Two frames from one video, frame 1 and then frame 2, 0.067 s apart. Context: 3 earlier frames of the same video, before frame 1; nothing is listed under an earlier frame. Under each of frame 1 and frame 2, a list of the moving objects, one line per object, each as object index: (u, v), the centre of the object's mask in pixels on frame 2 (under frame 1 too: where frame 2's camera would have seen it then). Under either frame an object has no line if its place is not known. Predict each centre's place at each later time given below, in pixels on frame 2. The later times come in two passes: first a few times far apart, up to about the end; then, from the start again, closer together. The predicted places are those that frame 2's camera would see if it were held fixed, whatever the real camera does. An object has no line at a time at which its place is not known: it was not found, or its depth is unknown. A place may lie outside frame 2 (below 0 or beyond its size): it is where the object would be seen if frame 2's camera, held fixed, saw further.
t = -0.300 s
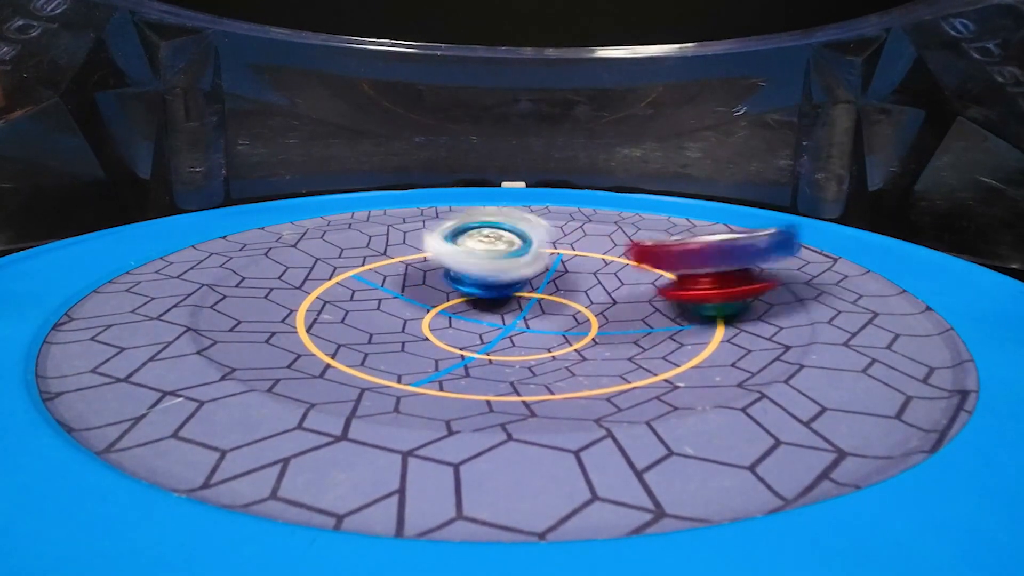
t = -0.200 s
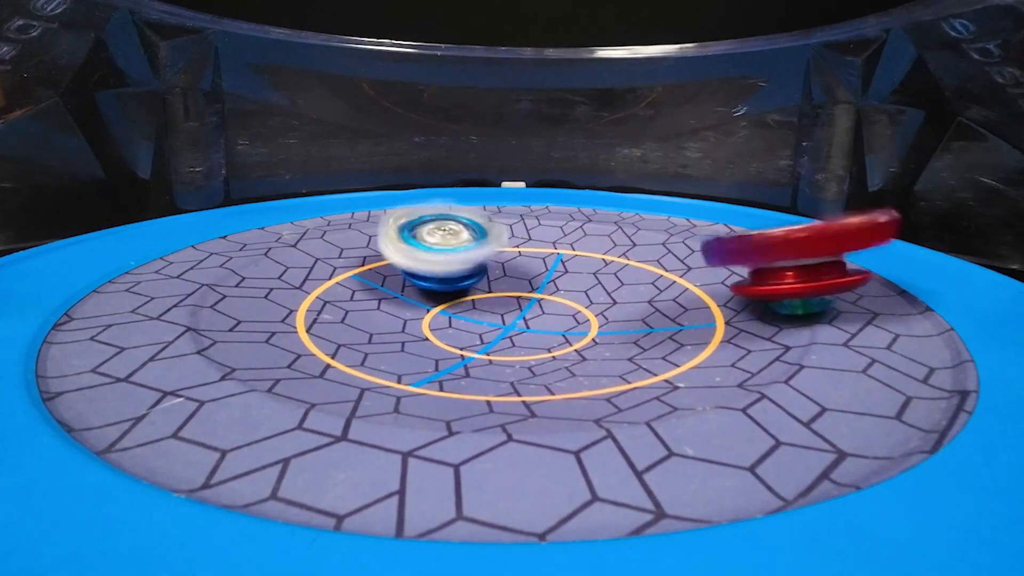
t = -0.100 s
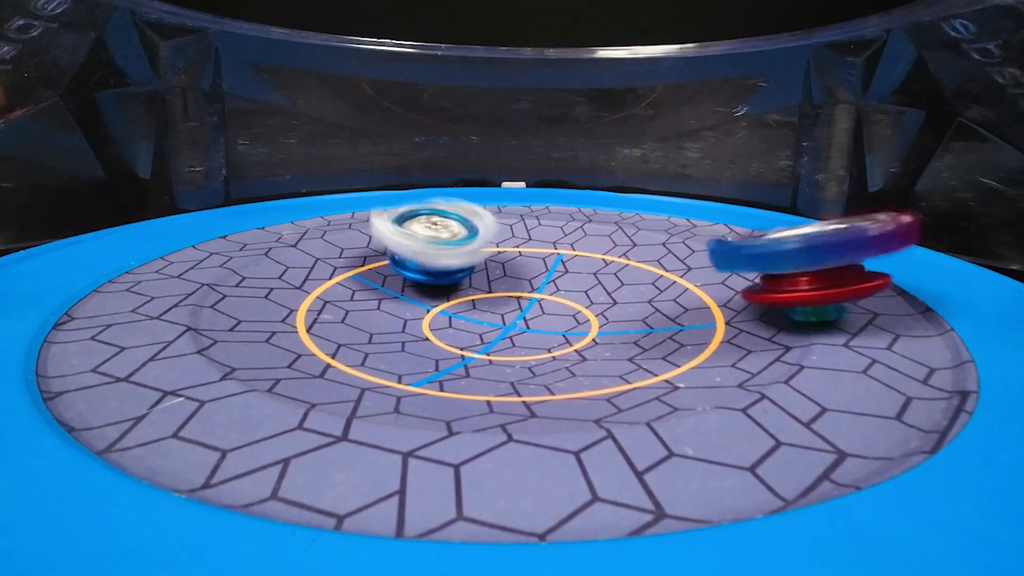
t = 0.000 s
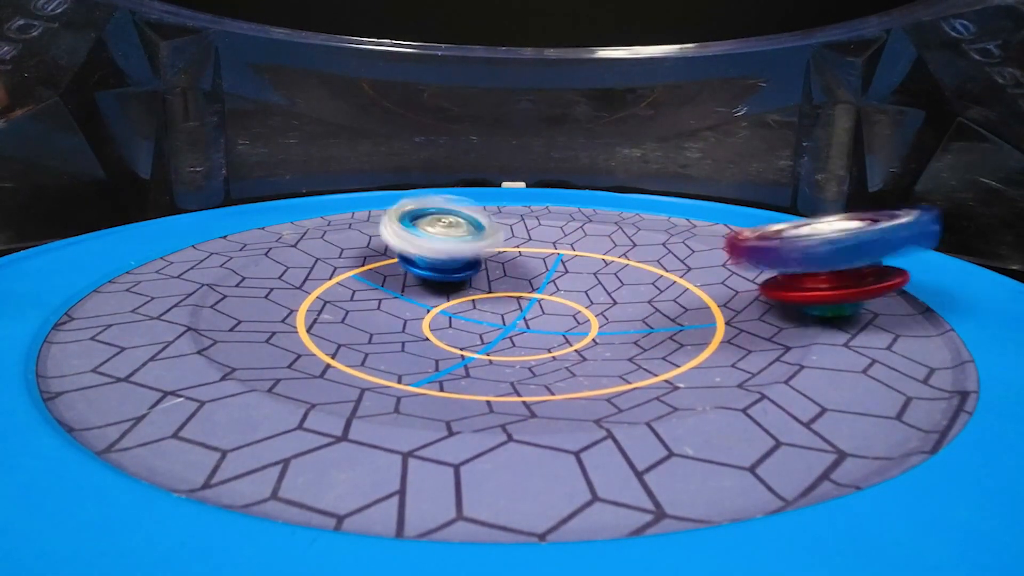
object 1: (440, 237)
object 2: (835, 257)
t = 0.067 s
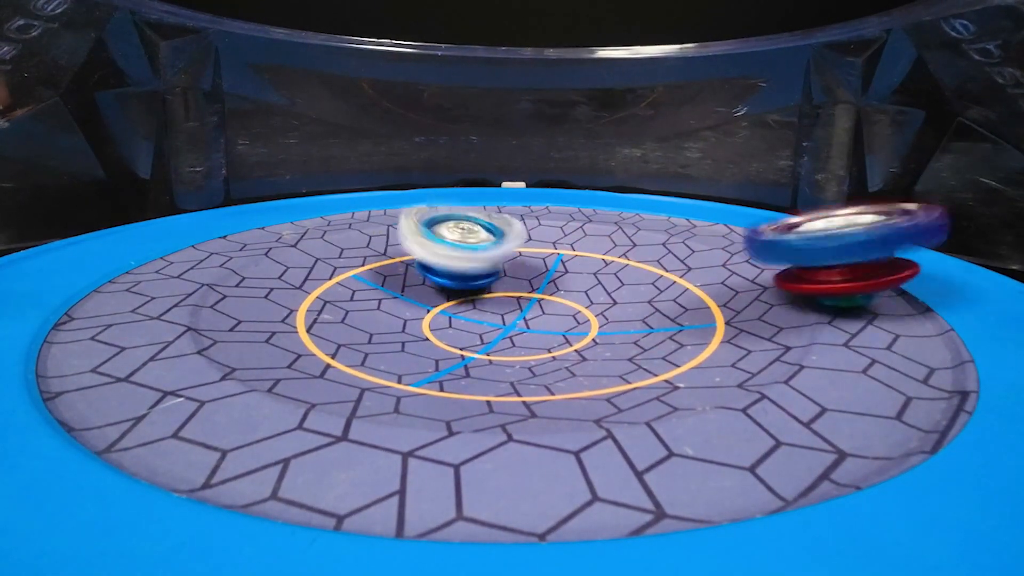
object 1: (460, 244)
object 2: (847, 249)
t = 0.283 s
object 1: (484, 286)
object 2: (859, 225)
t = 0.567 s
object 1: (398, 280)
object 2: (808, 212)
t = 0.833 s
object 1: (538, 274)
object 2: (725, 195)
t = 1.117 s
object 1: (633, 283)
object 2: (630, 185)
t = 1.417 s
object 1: (500, 272)
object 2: (534, 182)
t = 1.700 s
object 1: (547, 230)
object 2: (447, 183)
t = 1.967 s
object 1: (567, 262)
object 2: (370, 191)
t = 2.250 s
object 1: (418, 264)
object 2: (341, 204)
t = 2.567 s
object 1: (580, 295)
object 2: (307, 195)
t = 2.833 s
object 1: (581, 296)
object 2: (274, 203)
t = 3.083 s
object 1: (590, 279)
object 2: (337, 224)
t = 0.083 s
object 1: (465, 247)
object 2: (852, 246)
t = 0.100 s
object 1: (472, 250)
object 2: (855, 245)
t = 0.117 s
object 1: (478, 254)
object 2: (854, 243)
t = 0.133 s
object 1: (483, 257)
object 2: (858, 241)
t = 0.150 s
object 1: (487, 261)
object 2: (860, 239)
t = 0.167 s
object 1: (490, 265)
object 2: (859, 237)
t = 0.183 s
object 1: (492, 268)
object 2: (860, 235)
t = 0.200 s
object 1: (492, 271)
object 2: (862, 233)
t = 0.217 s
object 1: (493, 274)
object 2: (862, 232)
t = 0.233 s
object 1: (491, 277)
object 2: (860, 230)
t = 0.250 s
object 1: (489, 280)
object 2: (861, 227)
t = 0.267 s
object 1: (487, 283)
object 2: (861, 226)
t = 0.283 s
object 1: (484, 286)
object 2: (859, 225)
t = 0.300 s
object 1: (480, 288)
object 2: (859, 224)
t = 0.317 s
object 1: (477, 291)
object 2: (857, 224)
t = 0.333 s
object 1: (473, 291)
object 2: (855, 224)
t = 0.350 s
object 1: (470, 293)
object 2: (853, 224)
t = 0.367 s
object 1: (464, 293)
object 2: (852, 225)
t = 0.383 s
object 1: (458, 293)
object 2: (850, 224)
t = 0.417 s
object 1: (447, 294)
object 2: (845, 223)
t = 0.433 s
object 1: (440, 293)
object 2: (843, 222)
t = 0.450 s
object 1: (433, 293)
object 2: (837, 221)
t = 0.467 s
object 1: (427, 291)
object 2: (835, 220)
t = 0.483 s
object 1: (419, 288)
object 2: (831, 218)
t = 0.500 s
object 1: (413, 287)
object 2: (827, 218)
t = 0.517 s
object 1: (406, 286)
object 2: (823, 216)
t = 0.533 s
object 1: (403, 284)
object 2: (818, 215)
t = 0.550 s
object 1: (400, 281)
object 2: (813, 214)
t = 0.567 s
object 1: (398, 280)
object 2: (808, 212)
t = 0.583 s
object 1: (399, 278)
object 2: (804, 211)
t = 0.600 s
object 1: (404, 277)
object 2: (800, 210)
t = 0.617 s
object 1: (408, 276)
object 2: (794, 209)
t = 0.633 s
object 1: (414, 275)
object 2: (788, 208)
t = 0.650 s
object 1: (422, 274)
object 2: (784, 207)
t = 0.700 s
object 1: (451, 273)
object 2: (768, 203)
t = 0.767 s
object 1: (496, 275)
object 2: (747, 200)
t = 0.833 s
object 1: (538, 274)
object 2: (725, 195)
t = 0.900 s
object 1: (574, 274)
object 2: (703, 192)
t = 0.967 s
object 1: (602, 275)
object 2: (682, 190)
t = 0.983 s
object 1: (608, 275)
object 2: (675, 189)
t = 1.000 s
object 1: (614, 276)
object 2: (670, 189)
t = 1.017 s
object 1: (619, 276)
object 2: (665, 188)
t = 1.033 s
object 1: (624, 277)
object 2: (658, 188)
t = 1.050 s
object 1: (628, 278)
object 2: (652, 188)
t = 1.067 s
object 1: (631, 279)
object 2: (647, 186)
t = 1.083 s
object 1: (633, 280)
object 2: (641, 186)
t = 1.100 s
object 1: (633, 282)
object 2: (635, 186)
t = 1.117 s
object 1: (633, 283)
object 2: (630, 185)
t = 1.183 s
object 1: (610, 290)
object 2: (608, 185)
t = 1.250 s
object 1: (564, 294)
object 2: (587, 183)
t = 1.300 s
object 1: (531, 291)
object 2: (570, 182)
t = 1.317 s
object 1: (523, 289)
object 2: (565, 183)
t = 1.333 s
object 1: (515, 287)
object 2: (559, 183)
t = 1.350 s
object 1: (510, 285)
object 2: (554, 182)
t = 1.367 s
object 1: (505, 282)
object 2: (549, 182)
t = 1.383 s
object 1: (503, 279)
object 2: (544, 183)
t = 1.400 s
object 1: (500, 276)
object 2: (539, 181)
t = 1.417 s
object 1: (500, 272)
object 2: (534, 182)
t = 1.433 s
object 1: (499, 269)
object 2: (528, 182)
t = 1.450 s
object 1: (499, 266)
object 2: (523, 181)
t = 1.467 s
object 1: (500, 263)
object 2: (518, 182)
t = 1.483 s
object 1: (501, 260)
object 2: (512, 182)
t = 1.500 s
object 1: (503, 257)
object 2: (507, 181)
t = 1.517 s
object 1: (505, 254)
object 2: (502, 181)
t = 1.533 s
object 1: (507, 251)
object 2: (497, 181)
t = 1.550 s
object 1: (511, 248)
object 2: (491, 181)
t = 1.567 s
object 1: (513, 246)
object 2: (486, 181)
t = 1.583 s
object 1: (518, 243)
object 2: (481, 181)
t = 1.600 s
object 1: (521, 240)
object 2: (476, 181)
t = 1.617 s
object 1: (525, 238)
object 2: (471, 182)
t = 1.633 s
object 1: (529, 236)
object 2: (466, 182)
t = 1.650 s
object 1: (534, 235)
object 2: (461, 183)
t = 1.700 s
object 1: (547, 230)
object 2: (447, 183)
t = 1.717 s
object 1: (552, 229)
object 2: (442, 184)
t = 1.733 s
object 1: (557, 228)
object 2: (437, 184)
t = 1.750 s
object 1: (563, 228)
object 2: (432, 184)
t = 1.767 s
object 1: (567, 228)
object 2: (427, 185)
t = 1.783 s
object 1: (573, 228)
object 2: (422, 184)
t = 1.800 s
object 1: (577, 229)
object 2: (418, 185)
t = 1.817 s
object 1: (582, 231)
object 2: (413, 186)
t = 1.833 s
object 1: (584, 233)
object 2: (408, 186)
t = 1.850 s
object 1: (586, 235)
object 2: (403, 186)
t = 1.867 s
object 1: (587, 239)
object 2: (399, 187)
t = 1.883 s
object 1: (587, 243)
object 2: (393, 187)
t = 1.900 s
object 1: (584, 246)
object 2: (389, 188)
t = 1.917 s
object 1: (581, 250)
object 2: (384, 188)
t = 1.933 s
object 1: (577, 254)
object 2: (379, 188)
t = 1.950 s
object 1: (572, 258)
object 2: (375, 190)
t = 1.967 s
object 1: (567, 262)
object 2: (370, 191)
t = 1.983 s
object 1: (560, 266)
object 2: (365, 190)
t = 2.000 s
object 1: (552, 269)
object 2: (361, 191)
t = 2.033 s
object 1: (533, 274)
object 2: (353, 192)
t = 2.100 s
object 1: (492, 278)
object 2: (336, 195)
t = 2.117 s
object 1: (482, 278)
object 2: (332, 195)
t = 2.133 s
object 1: (473, 277)
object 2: (329, 196)
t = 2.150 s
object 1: (463, 277)
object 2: (328, 197)
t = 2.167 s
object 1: (455, 275)
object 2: (328, 198)
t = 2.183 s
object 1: (445, 274)
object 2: (332, 202)
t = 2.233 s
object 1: (423, 267)
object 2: (339, 205)
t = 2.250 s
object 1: (418, 264)
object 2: (341, 204)
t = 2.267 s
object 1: (412, 263)
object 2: (344, 205)
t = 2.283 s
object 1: (410, 262)
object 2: (344, 204)
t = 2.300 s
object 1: (423, 269)
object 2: (346, 204)
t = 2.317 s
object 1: (439, 273)
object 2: (344, 200)
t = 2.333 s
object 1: (454, 278)
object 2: (340, 196)
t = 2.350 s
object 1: (470, 284)
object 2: (341, 193)
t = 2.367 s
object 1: (484, 286)
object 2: (342, 193)
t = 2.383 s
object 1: (498, 290)
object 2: (340, 192)
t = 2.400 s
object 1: (512, 293)
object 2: (338, 193)
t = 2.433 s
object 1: (534, 296)
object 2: (331, 192)
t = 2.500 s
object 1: (564, 297)
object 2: (318, 194)
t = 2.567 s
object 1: (580, 295)
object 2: (307, 195)
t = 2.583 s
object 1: (579, 294)
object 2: (303, 196)
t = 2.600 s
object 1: (581, 294)
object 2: (301, 196)
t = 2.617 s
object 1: (582, 295)
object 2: (297, 196)
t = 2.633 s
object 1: (583, 297)
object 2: (295, 196)
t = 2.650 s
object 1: (583, 302)
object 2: (293, 197)
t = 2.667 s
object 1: (582, 301)
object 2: (291, 198)
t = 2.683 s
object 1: (583, 299)
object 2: (289, 199)
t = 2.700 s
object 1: (583, 297)
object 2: (287, 199)
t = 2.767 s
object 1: (581, 297)
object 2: (280, 202)
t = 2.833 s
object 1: (581, 296)
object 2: (274, 203)
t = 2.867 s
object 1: (582, 293)
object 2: (272, 205)
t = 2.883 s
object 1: (583, 293)
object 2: (272, 206)
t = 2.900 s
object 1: (583, 288)
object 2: (270, 206)
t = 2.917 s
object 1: (584, 293)
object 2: (272, 206)
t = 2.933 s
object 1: (583, 292)
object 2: (274, 208)
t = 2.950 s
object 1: (583, 292)
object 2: (279, 211)
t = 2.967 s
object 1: (585, 290)
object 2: (286, 213)
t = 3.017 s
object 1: (591, 281)
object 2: (308, 219)
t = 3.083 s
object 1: (590, 279)
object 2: (337, 224)
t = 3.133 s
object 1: (595, 270)
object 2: (362, 229)
